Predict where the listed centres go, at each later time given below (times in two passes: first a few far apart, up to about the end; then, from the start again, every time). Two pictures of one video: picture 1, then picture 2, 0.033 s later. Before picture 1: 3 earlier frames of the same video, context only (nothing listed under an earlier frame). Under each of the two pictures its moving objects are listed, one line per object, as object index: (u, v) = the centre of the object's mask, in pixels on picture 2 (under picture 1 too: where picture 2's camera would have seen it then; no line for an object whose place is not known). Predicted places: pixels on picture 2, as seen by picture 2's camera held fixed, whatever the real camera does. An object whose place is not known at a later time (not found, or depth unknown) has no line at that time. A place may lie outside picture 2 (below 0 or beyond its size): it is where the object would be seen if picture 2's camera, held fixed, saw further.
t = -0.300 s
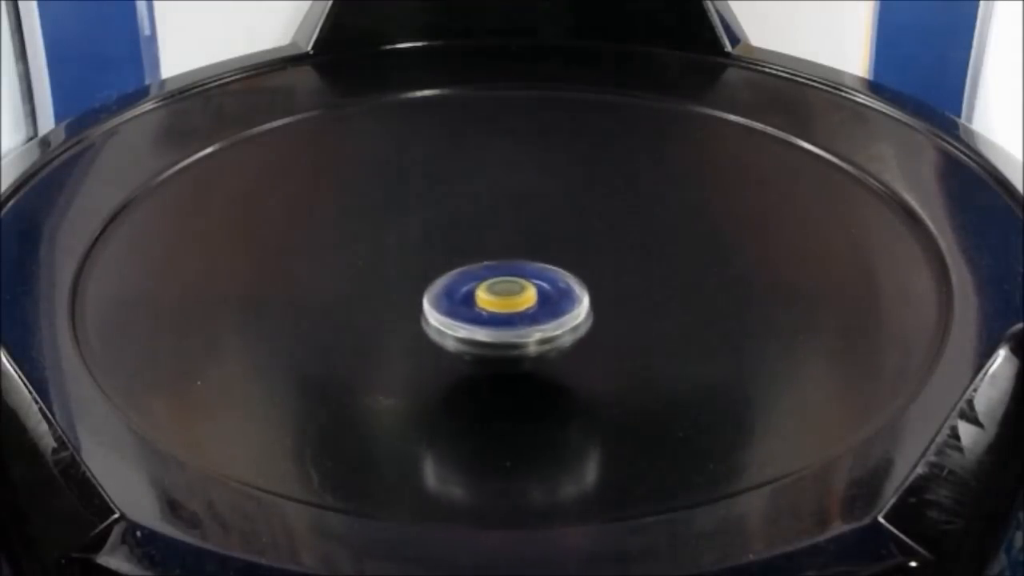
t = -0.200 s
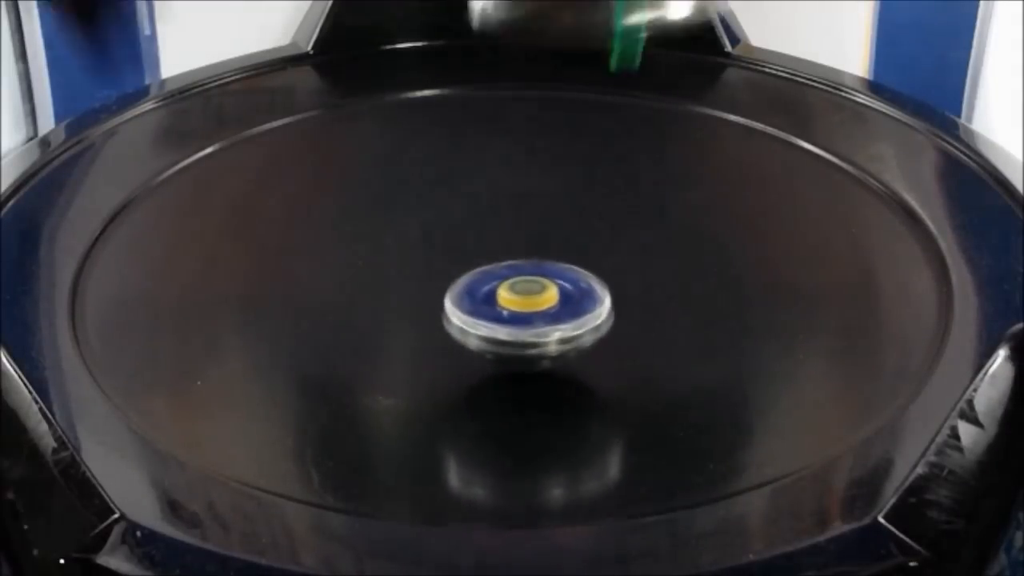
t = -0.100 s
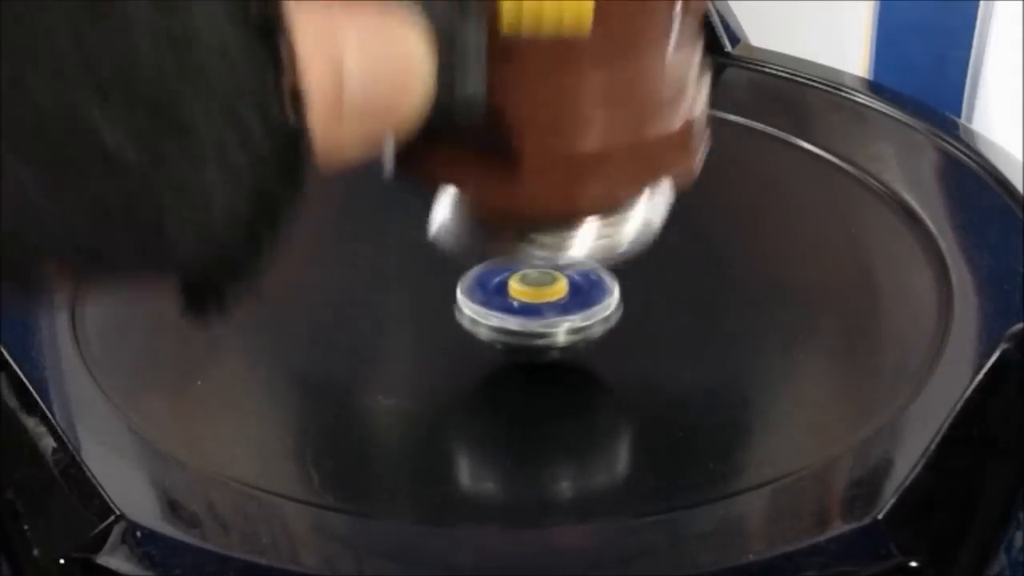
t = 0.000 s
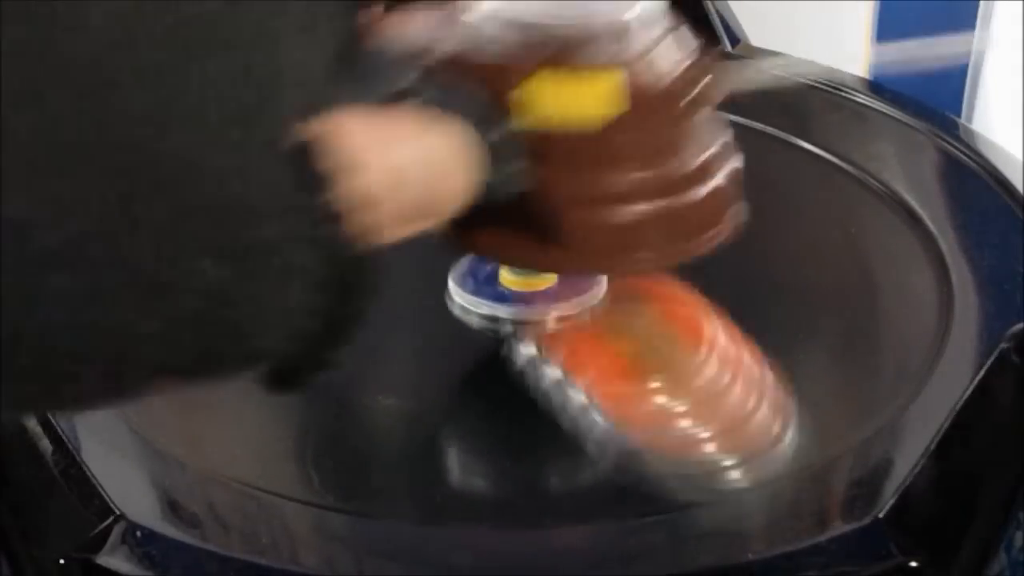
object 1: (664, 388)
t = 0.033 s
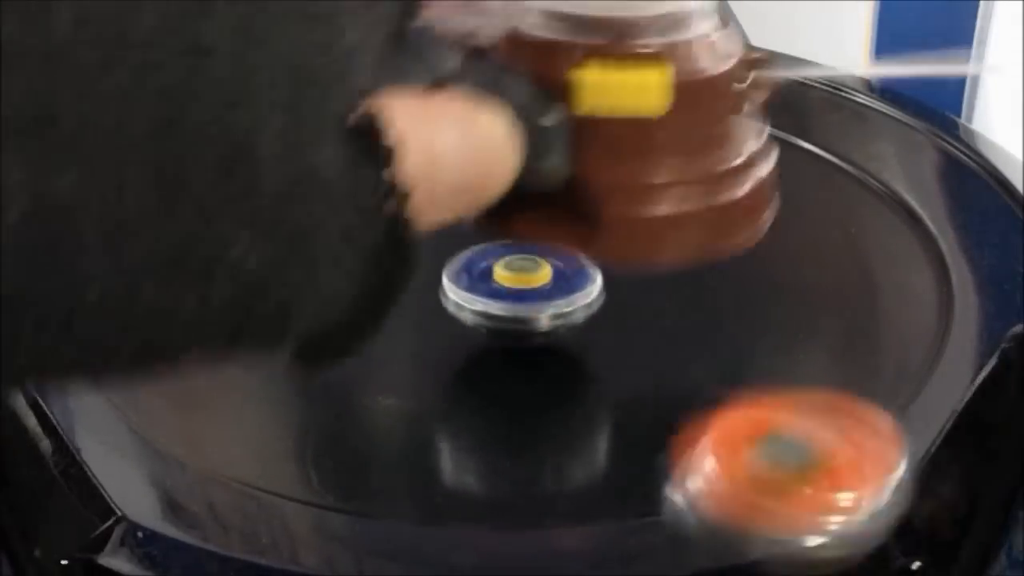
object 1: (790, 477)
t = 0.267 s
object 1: (841, 372)
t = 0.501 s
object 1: (607, 168)
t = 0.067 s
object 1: (838, 389)
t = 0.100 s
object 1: (876, 336)
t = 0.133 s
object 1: (906, 319)
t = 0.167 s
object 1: (915, 308)
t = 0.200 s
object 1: (906, 299)
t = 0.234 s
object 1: (880, 314)
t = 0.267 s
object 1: (841, 372)
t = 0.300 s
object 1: (794, 389)
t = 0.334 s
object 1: (733, 364)
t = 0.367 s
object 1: (680, 332)
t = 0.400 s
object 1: (632, 295)
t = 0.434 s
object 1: (588, 258)
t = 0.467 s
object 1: (595, 202)
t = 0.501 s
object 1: (607, 168)
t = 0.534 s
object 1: (611, 125)
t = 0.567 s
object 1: (610, 95)
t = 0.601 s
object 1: (599, 66)
